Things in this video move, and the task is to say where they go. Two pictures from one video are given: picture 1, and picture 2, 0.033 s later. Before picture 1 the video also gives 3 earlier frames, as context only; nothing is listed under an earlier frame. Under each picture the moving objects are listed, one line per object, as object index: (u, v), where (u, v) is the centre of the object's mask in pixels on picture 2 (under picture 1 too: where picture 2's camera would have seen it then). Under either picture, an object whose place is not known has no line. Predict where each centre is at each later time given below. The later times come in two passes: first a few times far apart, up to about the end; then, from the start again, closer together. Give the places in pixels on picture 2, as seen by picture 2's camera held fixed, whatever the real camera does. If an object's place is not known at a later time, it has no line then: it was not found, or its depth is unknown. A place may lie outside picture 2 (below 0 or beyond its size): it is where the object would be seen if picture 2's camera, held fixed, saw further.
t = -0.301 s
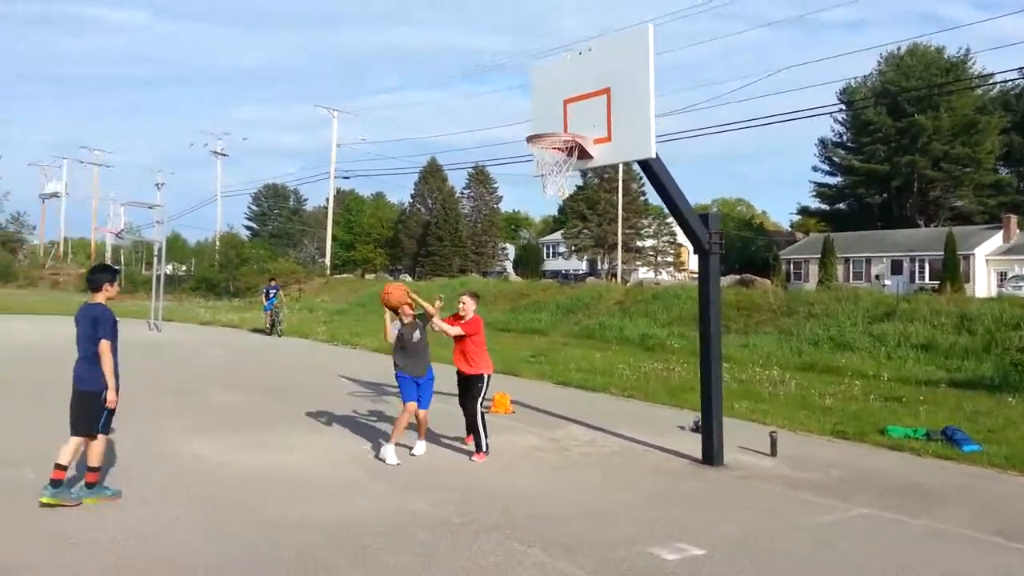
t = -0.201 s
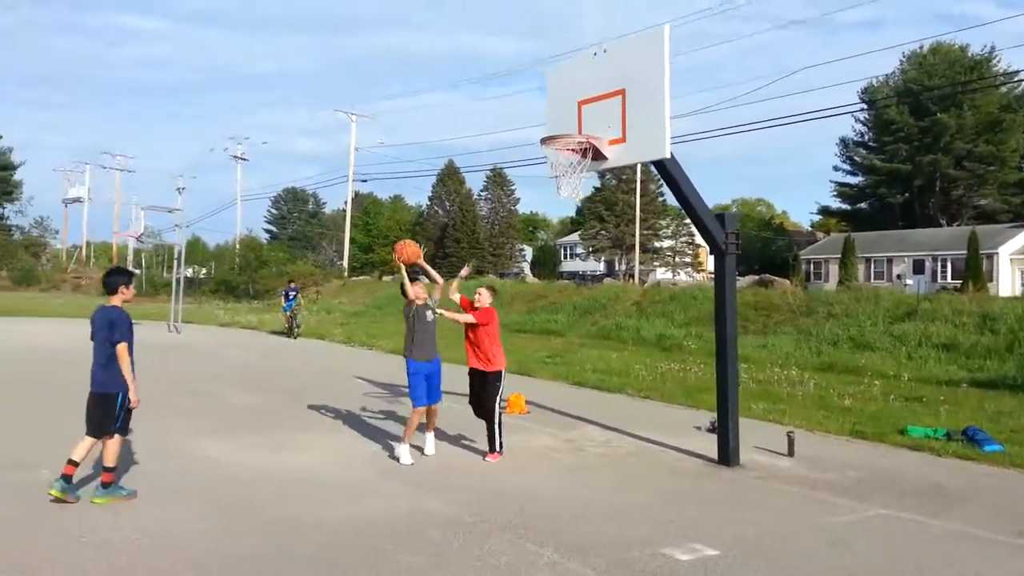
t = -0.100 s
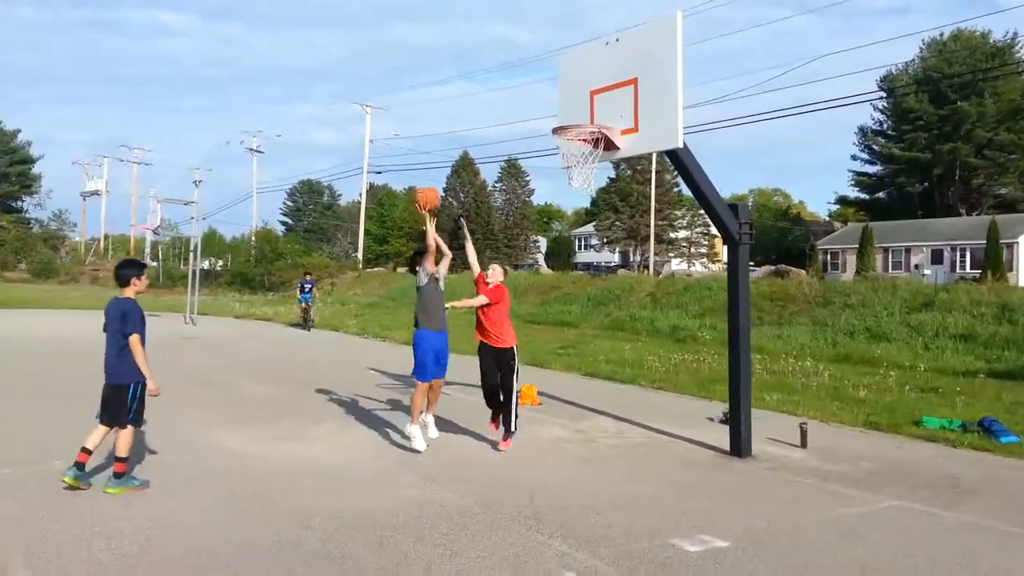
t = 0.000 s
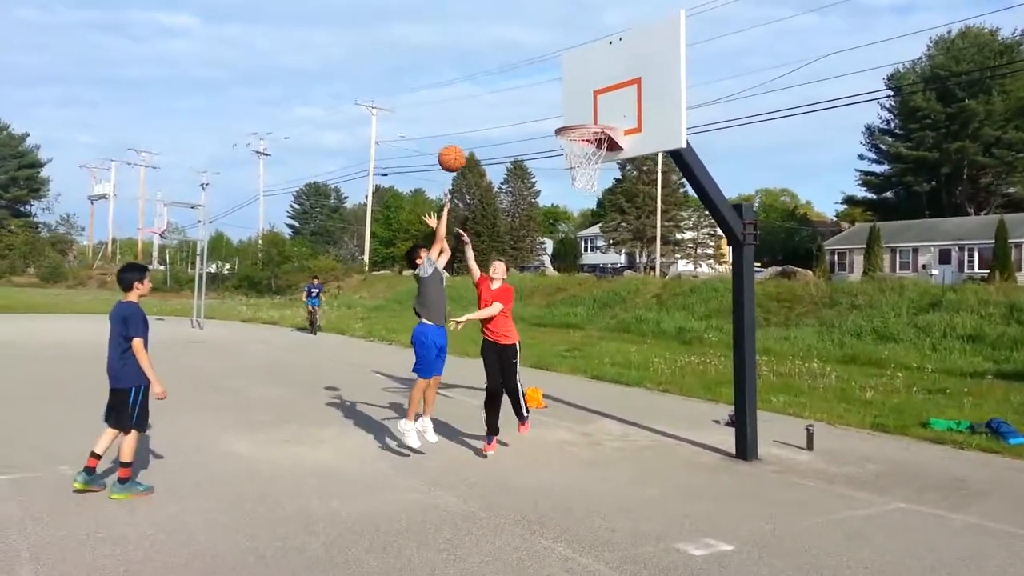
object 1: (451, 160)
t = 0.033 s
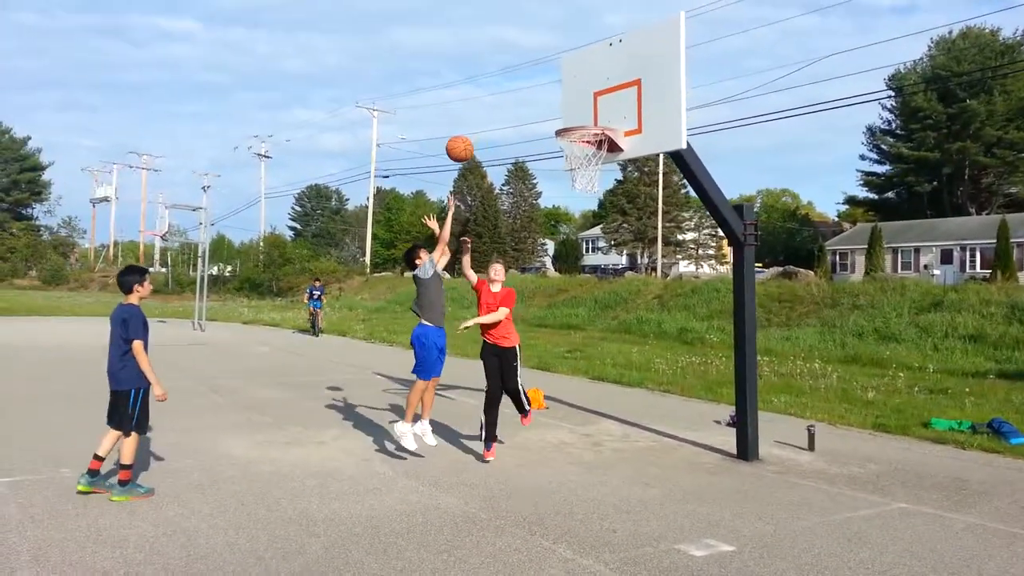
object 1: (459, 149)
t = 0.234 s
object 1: (503, 102)
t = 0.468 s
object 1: (553, 104)
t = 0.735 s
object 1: (599, 171)
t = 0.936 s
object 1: (602, 237)
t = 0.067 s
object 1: (467, 138)
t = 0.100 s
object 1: (475, 129)
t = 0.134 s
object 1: (483, 120)
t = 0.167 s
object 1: (490, 113)
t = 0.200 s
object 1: (496, 106)
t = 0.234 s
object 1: (503, 102)
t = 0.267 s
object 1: (511, 98)
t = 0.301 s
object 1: (517, 96)
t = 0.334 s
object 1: (524, 96)
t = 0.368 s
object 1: (532, 96)
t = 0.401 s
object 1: (540, 98)
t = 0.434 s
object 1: (547, 101)
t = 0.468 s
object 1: (553, 104)
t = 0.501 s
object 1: (559, 109)
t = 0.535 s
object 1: (567, 116)
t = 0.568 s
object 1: (575, 120)
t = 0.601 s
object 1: (581, 137)
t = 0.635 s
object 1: (589, 146)
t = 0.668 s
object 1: (595, 156)
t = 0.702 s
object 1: (598, 164)
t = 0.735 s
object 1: (599, 171)
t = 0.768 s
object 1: (600, 178)
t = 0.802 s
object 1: (601, 188)
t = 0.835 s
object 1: (602, 197)
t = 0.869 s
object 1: (603, 209)
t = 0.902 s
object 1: (604, 222)
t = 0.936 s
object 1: (602, 237)
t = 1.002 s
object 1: (603, 270)
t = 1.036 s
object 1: (606, 288)
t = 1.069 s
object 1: (609, 307)
